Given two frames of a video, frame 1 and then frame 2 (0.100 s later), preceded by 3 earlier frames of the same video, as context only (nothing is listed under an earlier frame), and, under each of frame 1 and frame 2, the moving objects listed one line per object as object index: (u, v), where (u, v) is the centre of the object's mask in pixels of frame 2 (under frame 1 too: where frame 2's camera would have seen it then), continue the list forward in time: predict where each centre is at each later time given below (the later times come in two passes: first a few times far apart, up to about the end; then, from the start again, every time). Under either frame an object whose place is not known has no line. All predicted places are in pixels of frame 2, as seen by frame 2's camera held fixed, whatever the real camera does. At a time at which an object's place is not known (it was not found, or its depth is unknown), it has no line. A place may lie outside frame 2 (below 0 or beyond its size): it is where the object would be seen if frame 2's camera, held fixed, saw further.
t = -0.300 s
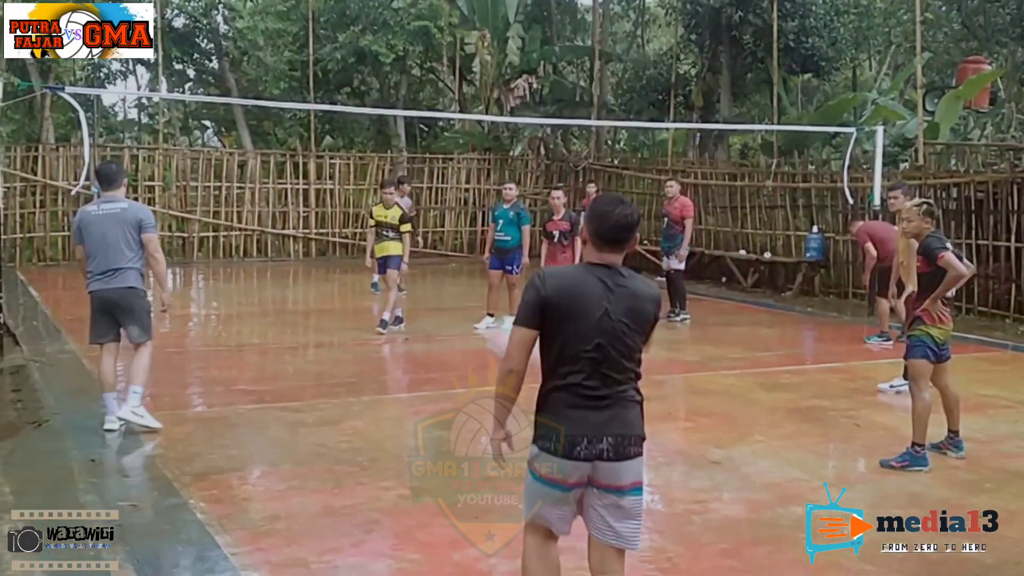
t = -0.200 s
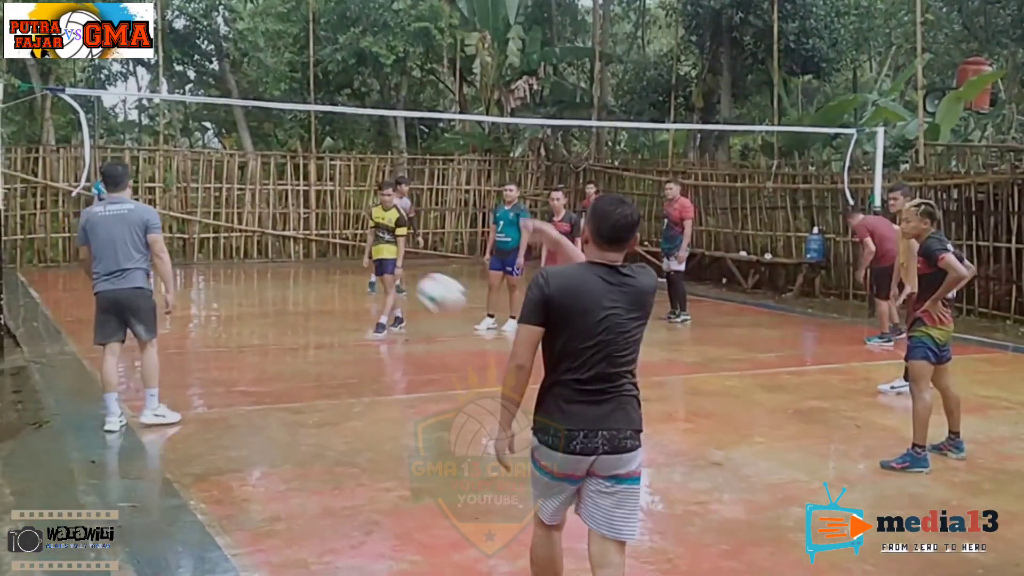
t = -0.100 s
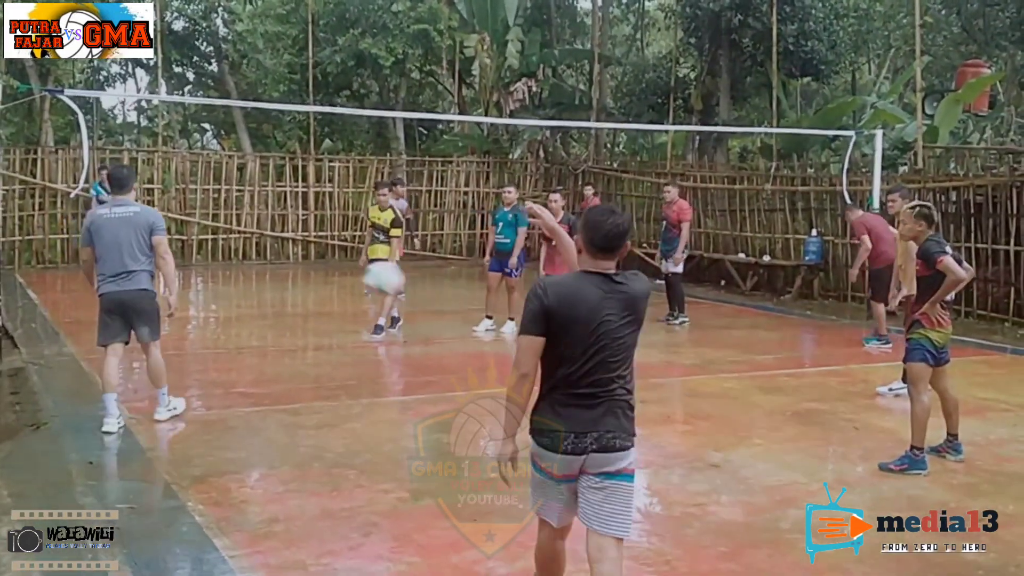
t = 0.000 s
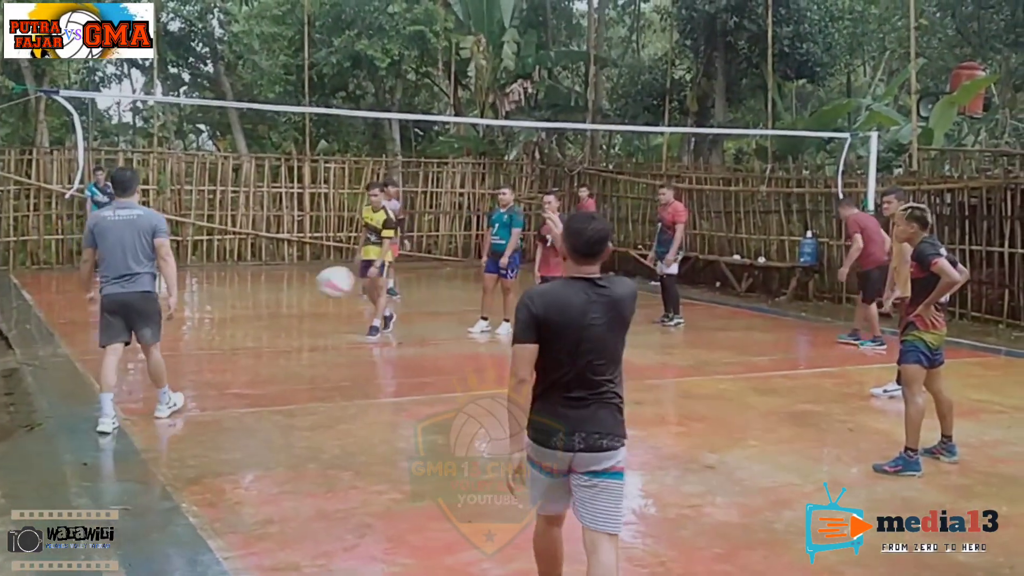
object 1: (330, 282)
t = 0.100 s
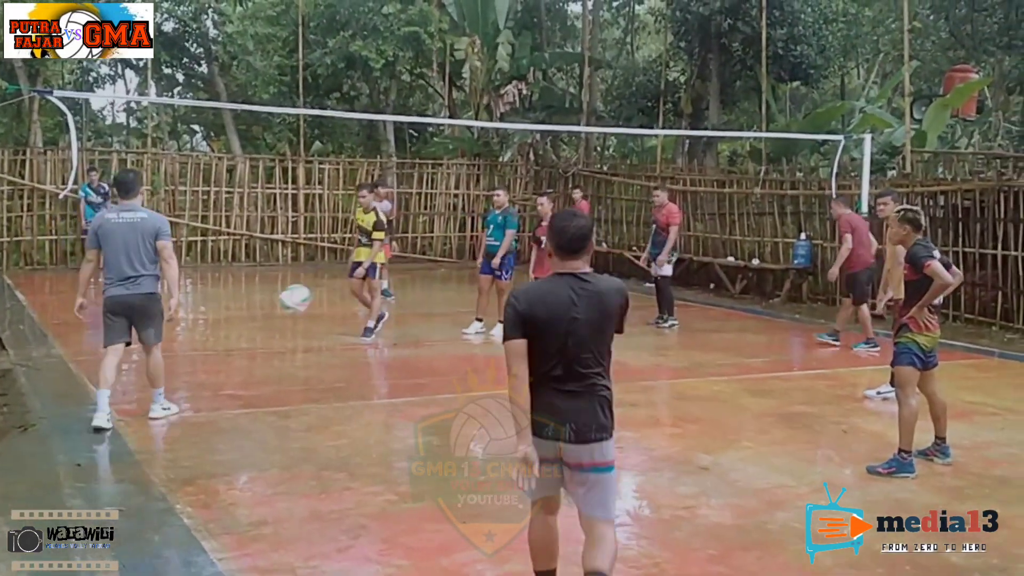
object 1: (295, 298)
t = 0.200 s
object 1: (268, 326)
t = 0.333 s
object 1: (239, 344)
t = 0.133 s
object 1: (286, 307)
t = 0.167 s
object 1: (277, 315)
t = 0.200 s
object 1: (268, 326)
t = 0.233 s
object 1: (260, 336)
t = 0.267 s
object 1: (251, 348)
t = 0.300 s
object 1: (244, 359)
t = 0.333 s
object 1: (239, 344)
